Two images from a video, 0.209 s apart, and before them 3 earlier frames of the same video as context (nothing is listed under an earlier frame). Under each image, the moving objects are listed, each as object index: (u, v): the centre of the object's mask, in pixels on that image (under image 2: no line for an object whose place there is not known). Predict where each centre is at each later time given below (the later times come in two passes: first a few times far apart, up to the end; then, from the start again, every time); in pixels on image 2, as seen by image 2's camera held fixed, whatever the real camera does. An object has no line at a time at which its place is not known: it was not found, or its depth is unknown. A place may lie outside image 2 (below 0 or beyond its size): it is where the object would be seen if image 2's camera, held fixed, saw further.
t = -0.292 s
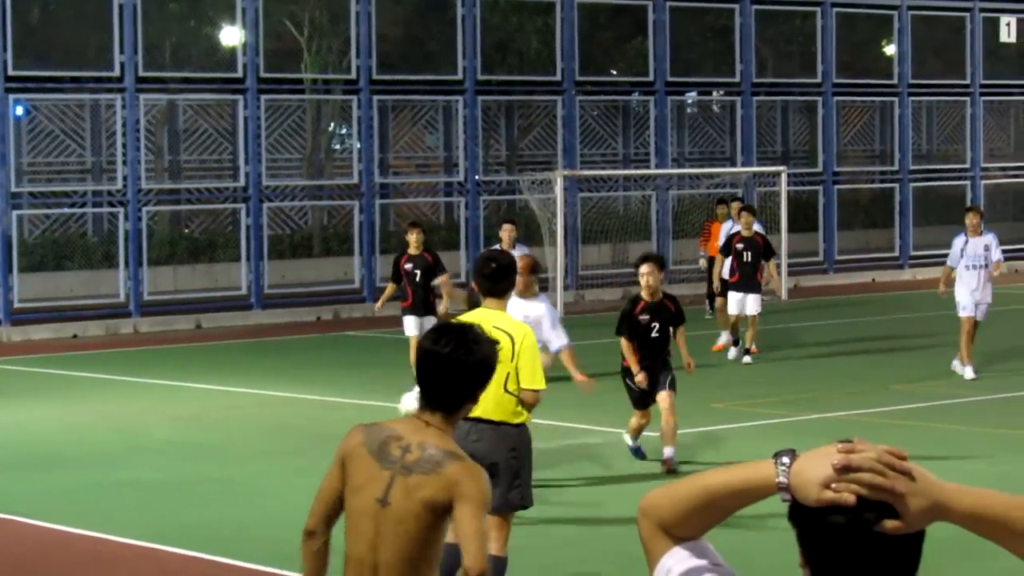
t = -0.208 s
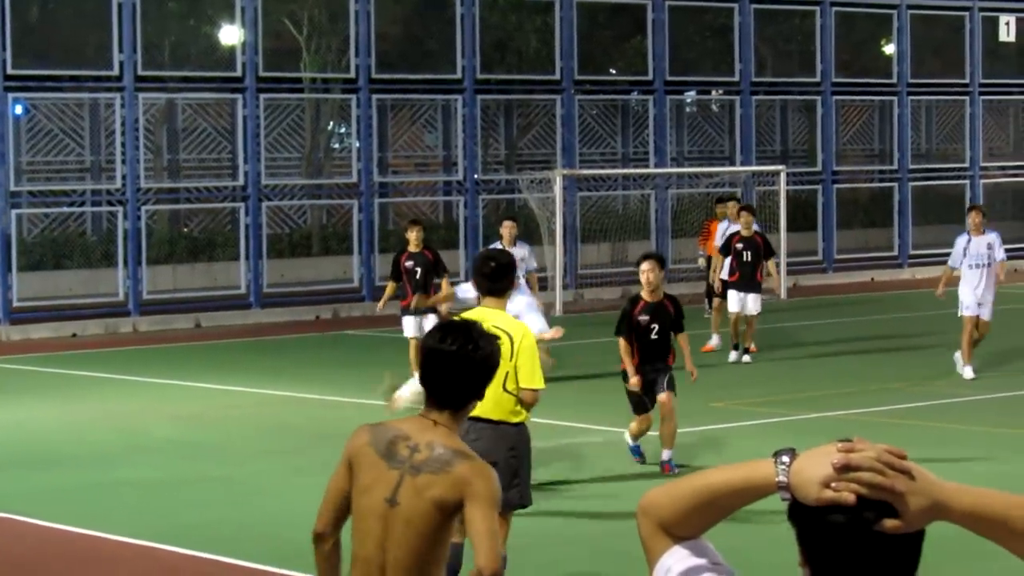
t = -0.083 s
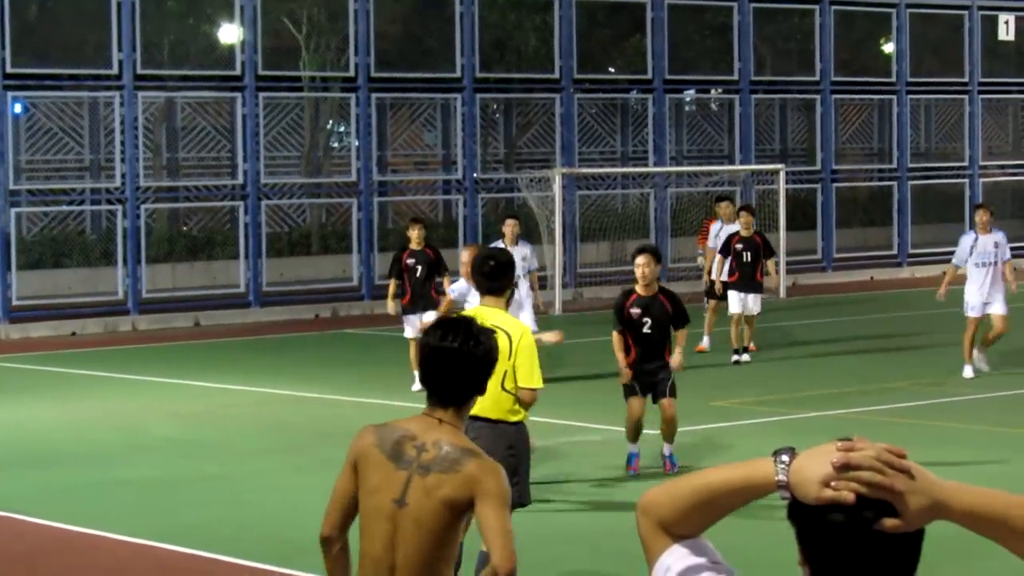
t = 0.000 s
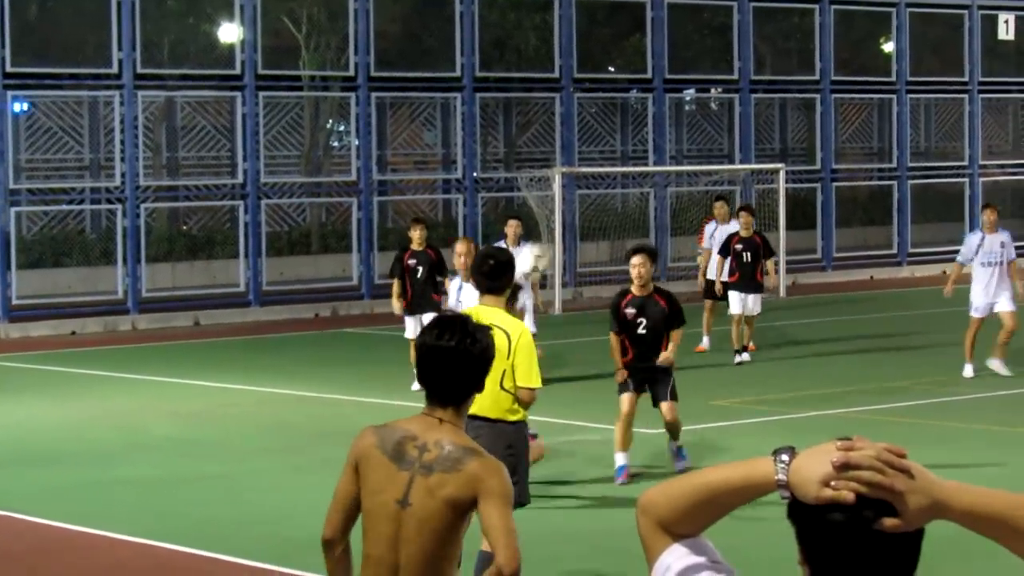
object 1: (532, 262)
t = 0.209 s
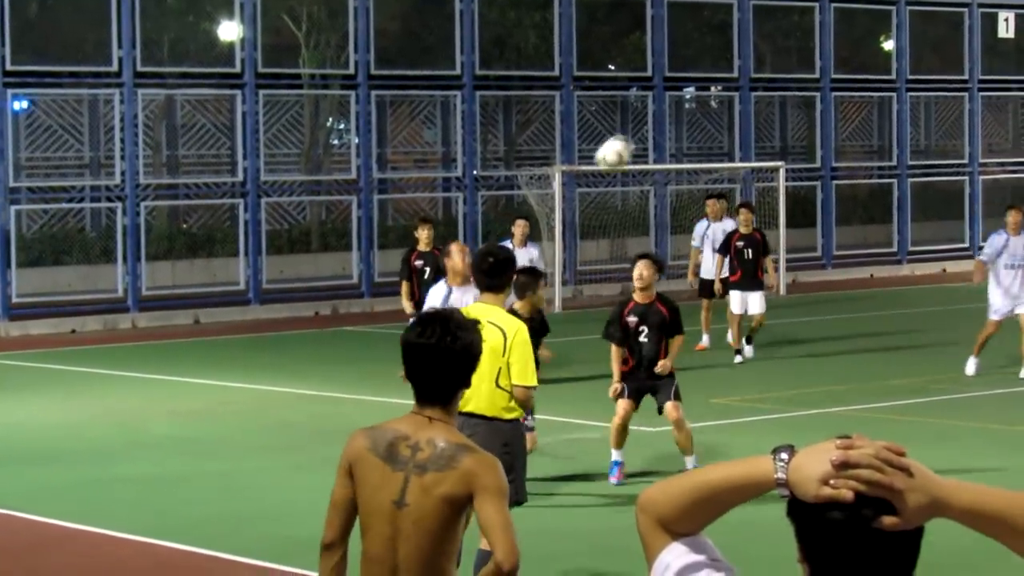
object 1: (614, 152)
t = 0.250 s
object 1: (631, 140)
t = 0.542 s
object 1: (742, 115)
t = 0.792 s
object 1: (831, 186)
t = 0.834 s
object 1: (842, 206)
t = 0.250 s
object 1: (631, 140)
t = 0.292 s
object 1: (646, 129)
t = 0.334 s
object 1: (662, 120)
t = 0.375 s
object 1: (679, 114)
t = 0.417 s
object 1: (696, 111)
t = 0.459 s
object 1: (711, 110)
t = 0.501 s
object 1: (726, 112)
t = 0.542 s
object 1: (742, 115)
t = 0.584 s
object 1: (758, 122)
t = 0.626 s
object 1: (773, 130)
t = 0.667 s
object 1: (788, 141)
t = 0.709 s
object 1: (803, 154)
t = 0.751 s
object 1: (817, 169)
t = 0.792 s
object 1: (831, 186)
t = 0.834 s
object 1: (842, 206)
